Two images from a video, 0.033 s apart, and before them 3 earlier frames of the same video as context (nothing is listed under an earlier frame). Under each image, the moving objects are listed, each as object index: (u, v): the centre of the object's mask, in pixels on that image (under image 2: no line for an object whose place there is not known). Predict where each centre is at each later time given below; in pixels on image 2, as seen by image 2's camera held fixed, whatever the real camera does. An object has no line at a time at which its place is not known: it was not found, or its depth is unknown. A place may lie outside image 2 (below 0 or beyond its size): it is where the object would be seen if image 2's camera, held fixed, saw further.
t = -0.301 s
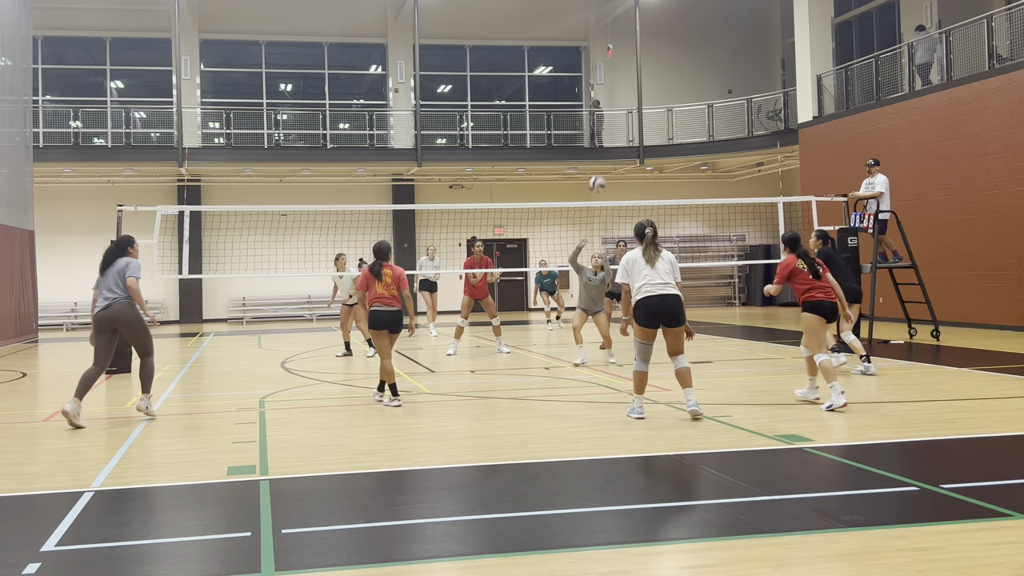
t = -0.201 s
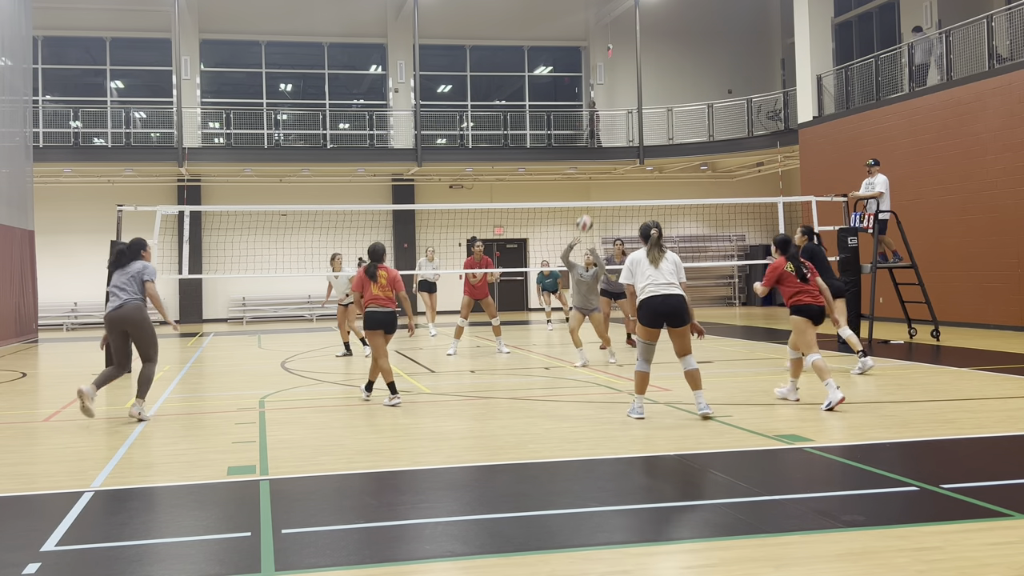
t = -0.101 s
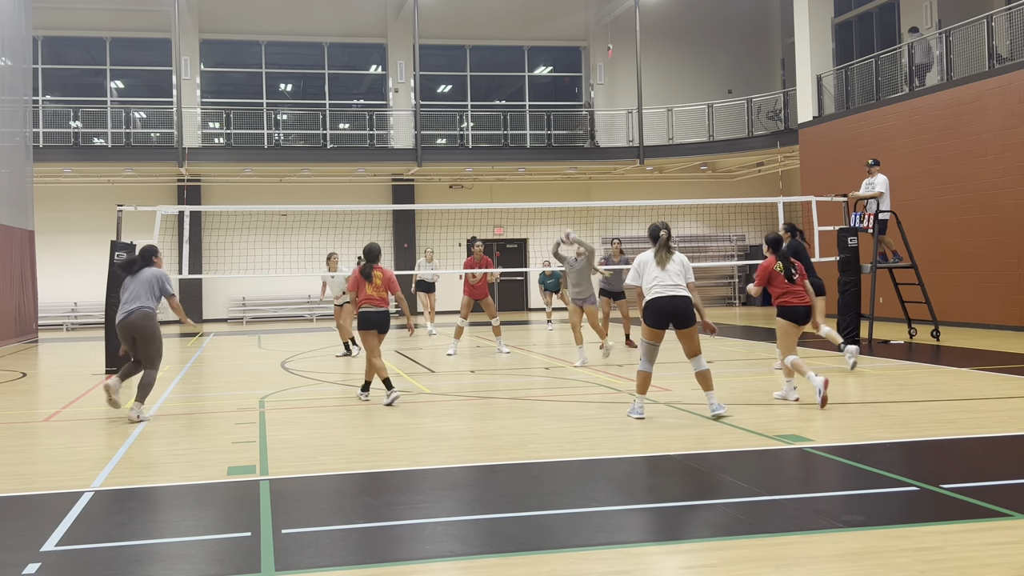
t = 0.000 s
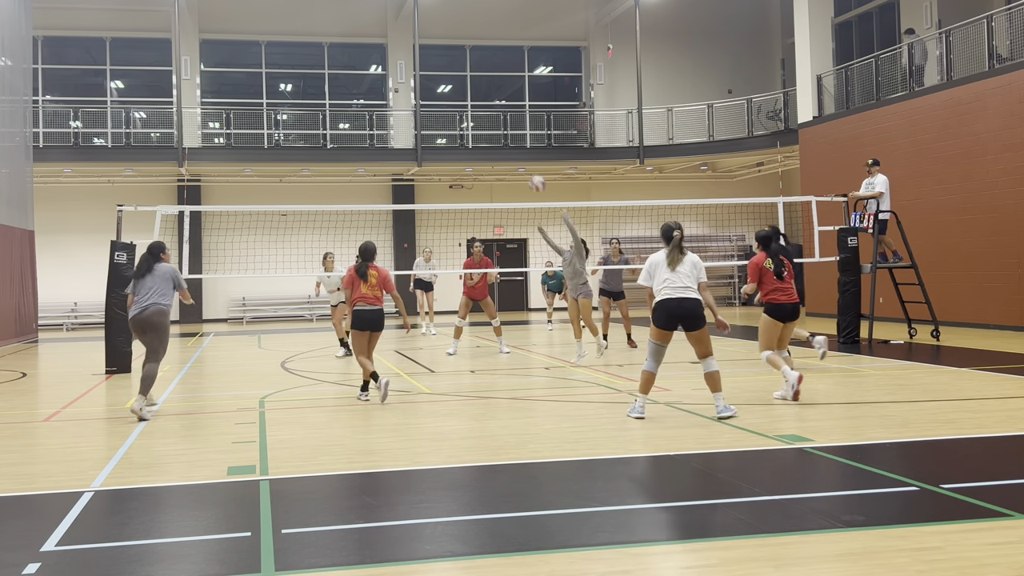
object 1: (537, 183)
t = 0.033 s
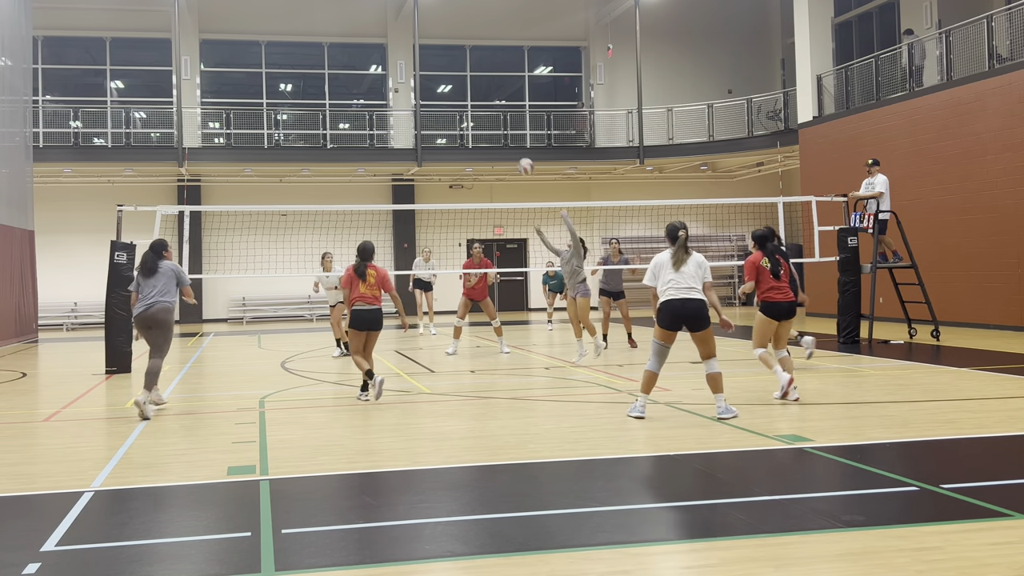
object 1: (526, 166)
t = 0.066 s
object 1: (515, 151)
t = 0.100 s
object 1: (505, 136)
